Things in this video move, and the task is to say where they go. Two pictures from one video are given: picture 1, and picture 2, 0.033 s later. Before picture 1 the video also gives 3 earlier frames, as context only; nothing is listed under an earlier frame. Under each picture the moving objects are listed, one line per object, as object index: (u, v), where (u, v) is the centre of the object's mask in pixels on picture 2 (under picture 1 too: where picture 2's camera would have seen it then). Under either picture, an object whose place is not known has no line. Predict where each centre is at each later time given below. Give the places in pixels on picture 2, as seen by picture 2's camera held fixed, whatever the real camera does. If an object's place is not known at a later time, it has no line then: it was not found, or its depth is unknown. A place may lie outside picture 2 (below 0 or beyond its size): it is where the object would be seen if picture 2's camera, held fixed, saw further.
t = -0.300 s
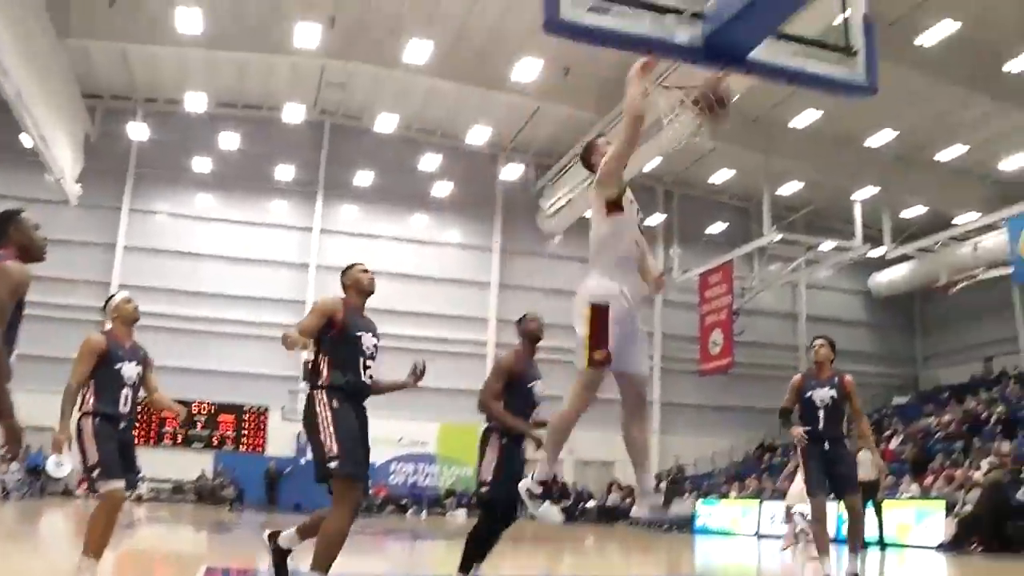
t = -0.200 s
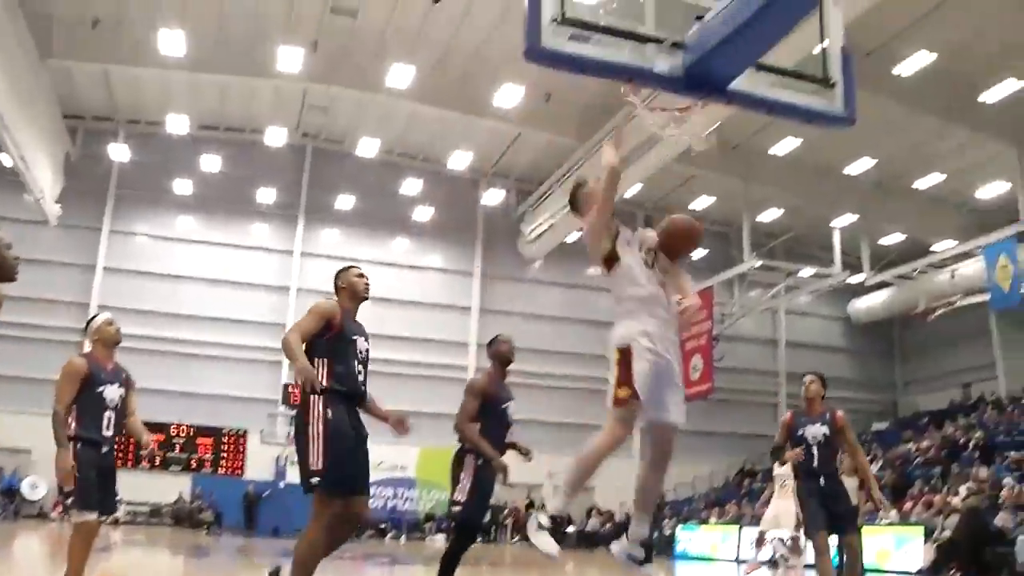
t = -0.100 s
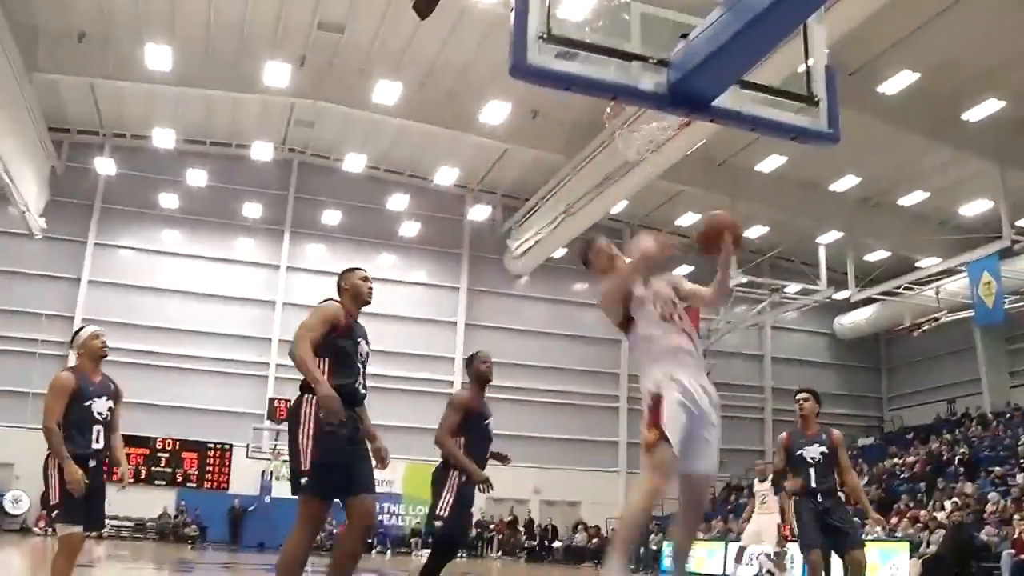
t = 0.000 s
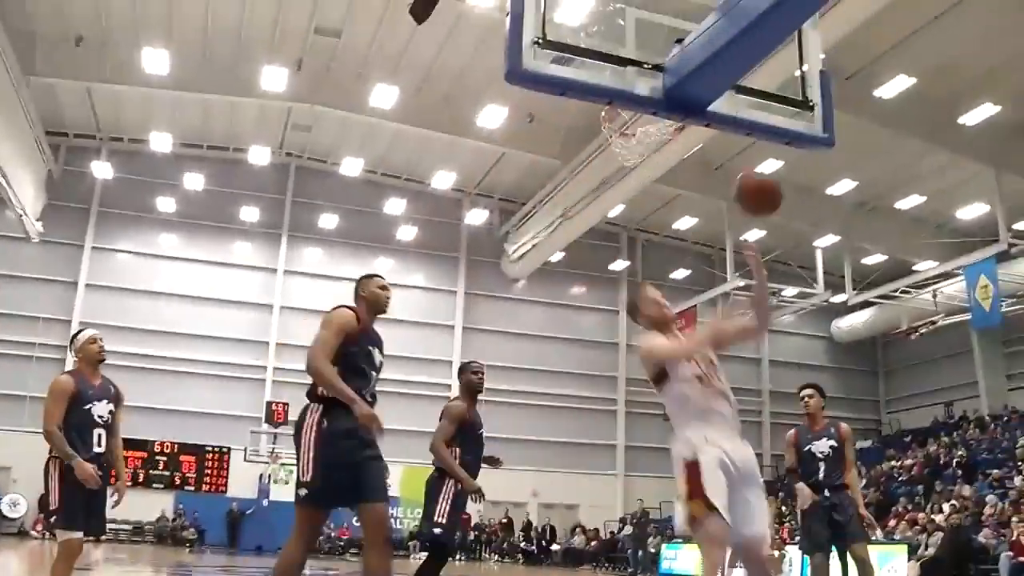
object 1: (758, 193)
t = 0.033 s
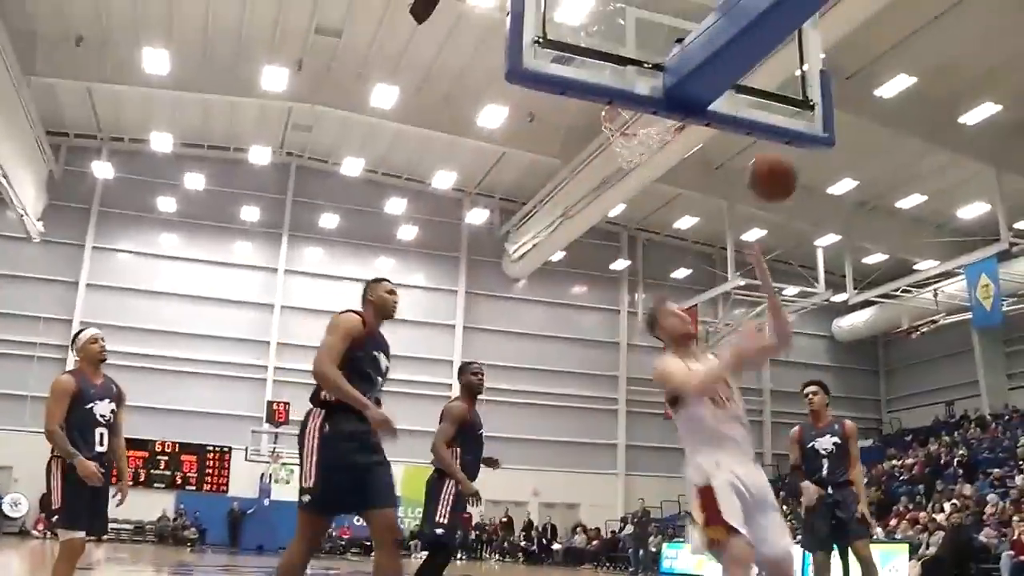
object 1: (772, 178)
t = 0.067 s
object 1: (787, 164)
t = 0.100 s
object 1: (802, 153)
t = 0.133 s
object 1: (818, 142)
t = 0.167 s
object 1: (834, 133)
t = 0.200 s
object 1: (850, 126)
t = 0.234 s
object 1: (868, 122)
